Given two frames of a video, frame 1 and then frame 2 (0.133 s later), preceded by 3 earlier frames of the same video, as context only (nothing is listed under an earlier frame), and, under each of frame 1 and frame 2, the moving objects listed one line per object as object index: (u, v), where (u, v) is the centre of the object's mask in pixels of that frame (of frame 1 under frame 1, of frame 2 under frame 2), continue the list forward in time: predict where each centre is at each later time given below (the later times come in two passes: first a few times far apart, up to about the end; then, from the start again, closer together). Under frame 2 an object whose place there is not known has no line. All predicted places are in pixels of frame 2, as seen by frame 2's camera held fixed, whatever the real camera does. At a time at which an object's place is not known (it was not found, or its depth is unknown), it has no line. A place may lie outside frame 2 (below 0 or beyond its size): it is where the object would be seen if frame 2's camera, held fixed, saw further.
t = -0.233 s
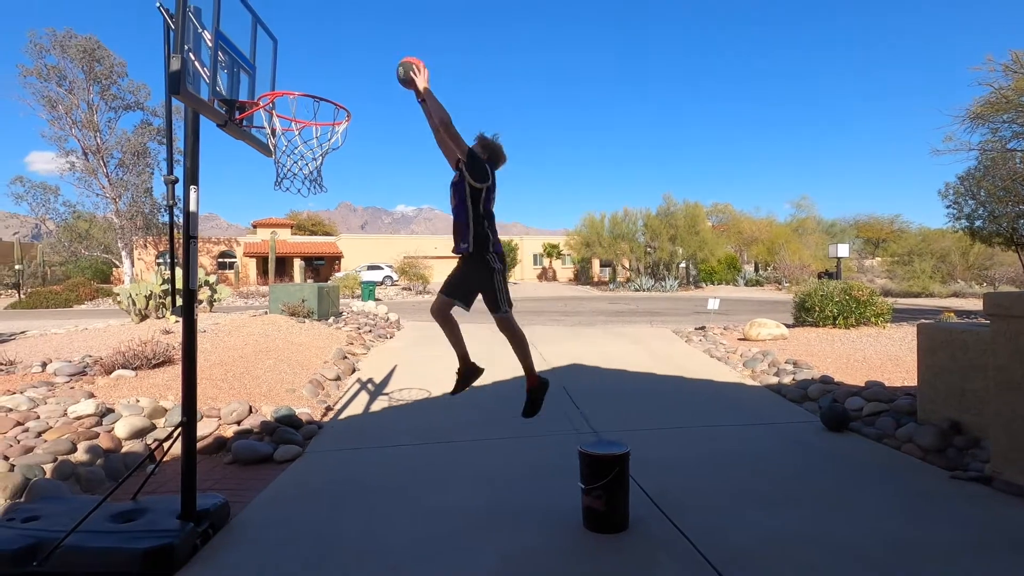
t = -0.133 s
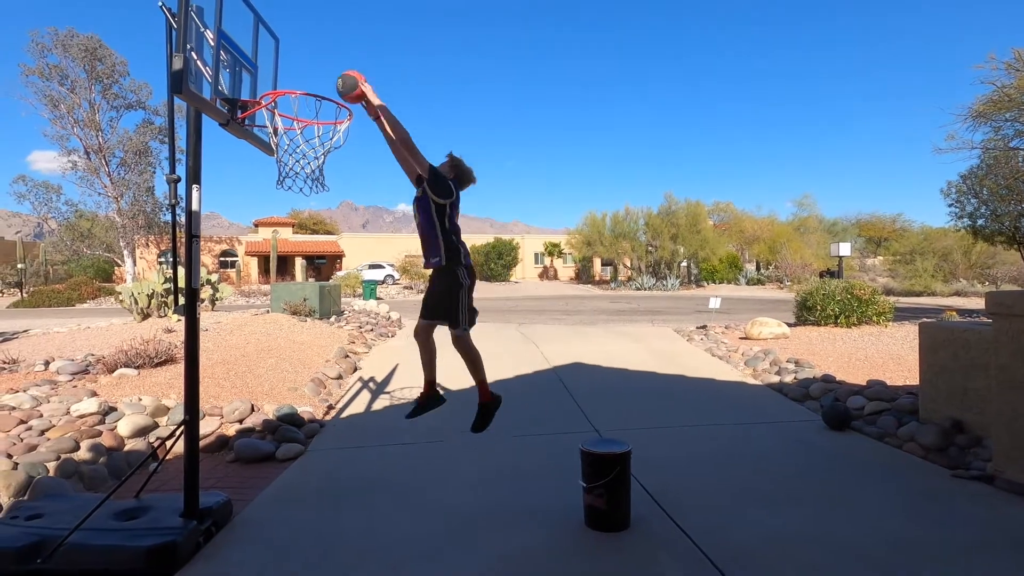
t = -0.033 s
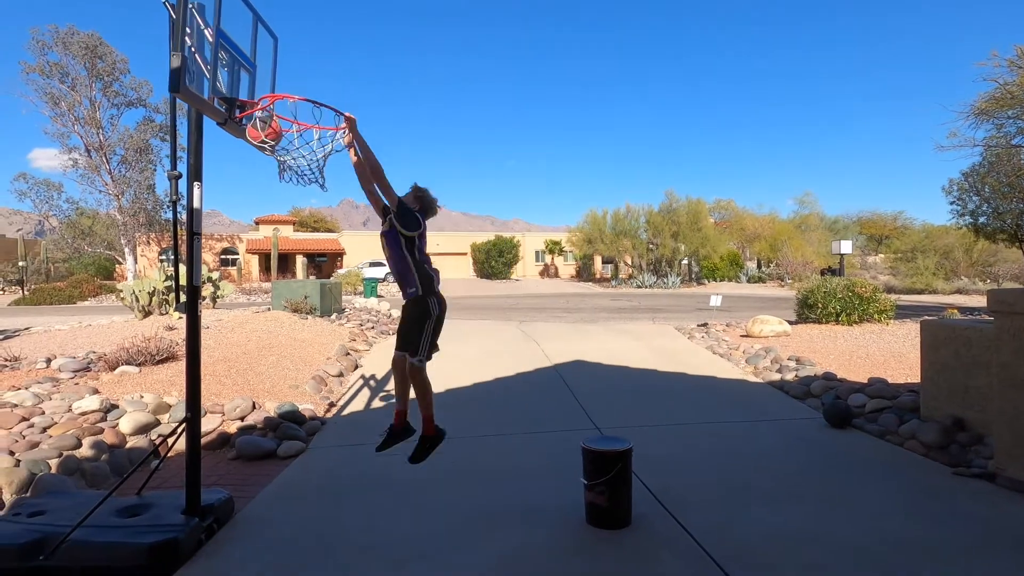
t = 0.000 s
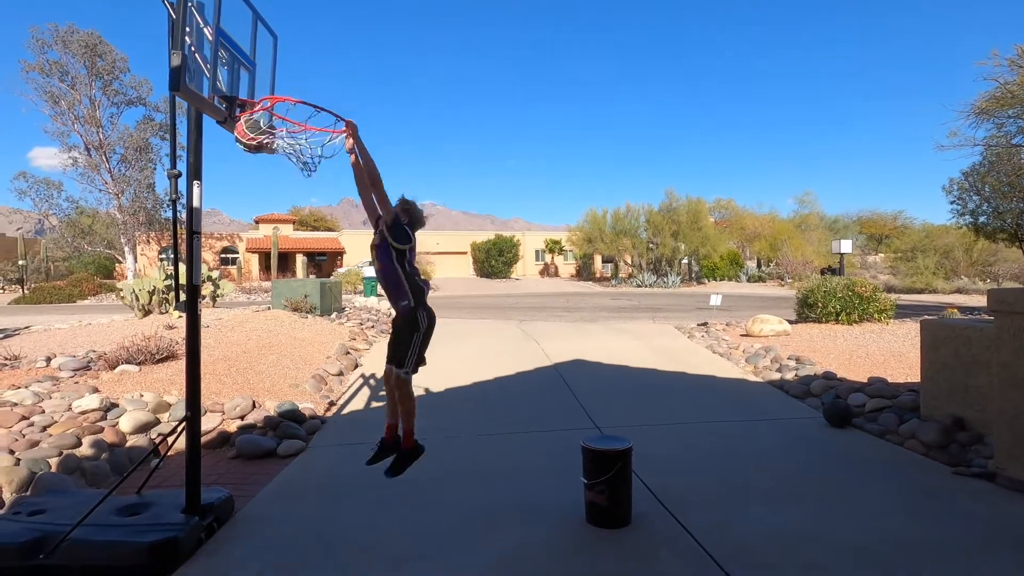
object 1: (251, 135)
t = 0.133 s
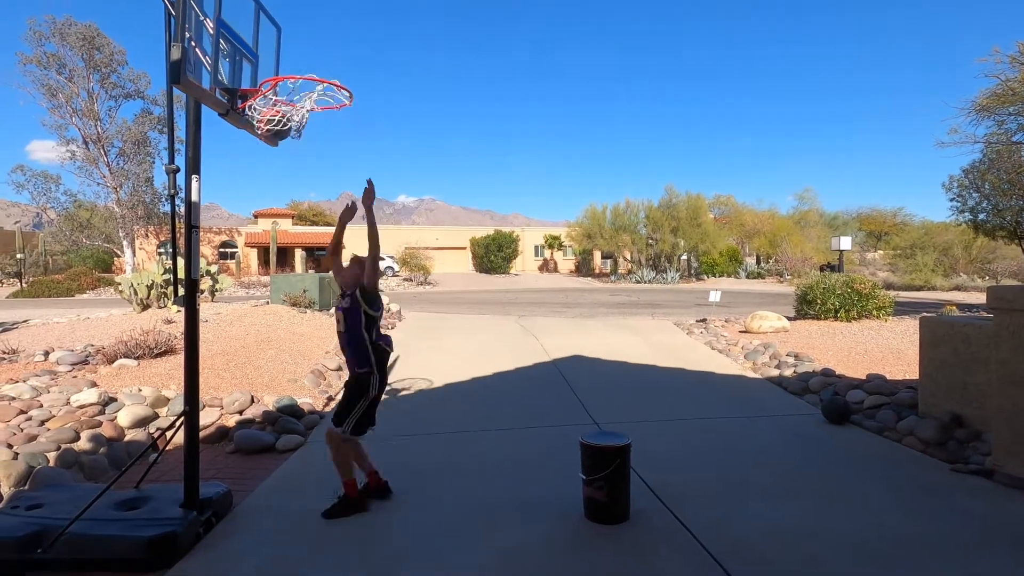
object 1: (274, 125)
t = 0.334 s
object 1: (333, 161)
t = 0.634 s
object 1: (424, 344)
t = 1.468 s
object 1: (559, 413)
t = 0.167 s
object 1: (284, 126)
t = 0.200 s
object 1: (293, 131)
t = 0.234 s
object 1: (303, 135)
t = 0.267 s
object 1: (313, 141)
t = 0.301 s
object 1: (323, 150)
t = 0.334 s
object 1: (333, 161)
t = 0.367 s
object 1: (344, 174)
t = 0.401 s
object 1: (354, 189)
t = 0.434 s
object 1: (364, 206)
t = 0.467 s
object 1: (374, 224)
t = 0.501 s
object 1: (384, 245)
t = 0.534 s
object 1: (394, 267)
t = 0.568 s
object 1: (404, 291)
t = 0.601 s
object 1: (414, 316)
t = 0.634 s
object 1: (424, 344)
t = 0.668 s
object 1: (433, 372)
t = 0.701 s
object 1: (443, 403)
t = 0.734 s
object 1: (452, 433)
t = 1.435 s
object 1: (556, 399)
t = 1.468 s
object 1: (559, 413)
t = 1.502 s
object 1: (563, 428)
